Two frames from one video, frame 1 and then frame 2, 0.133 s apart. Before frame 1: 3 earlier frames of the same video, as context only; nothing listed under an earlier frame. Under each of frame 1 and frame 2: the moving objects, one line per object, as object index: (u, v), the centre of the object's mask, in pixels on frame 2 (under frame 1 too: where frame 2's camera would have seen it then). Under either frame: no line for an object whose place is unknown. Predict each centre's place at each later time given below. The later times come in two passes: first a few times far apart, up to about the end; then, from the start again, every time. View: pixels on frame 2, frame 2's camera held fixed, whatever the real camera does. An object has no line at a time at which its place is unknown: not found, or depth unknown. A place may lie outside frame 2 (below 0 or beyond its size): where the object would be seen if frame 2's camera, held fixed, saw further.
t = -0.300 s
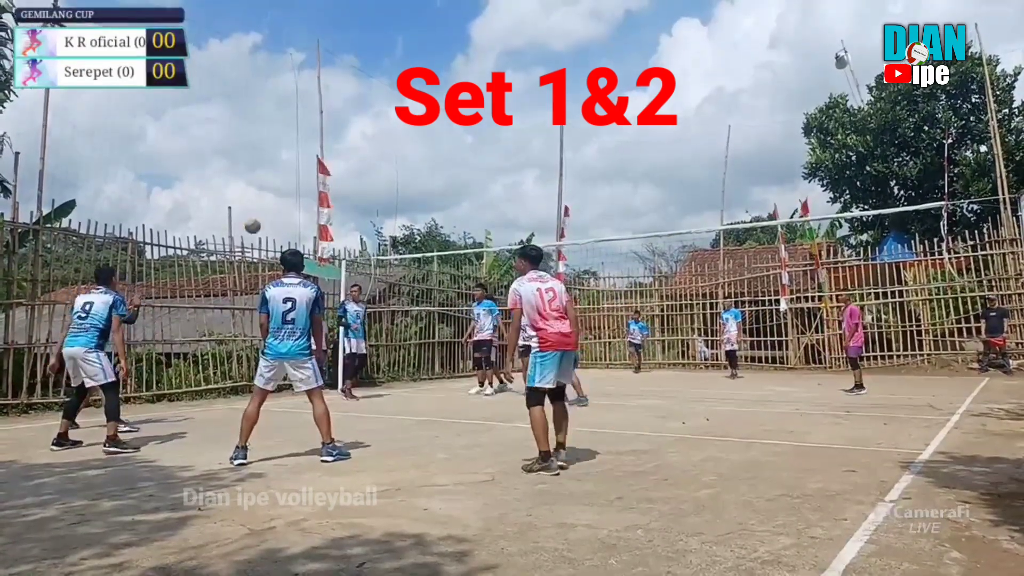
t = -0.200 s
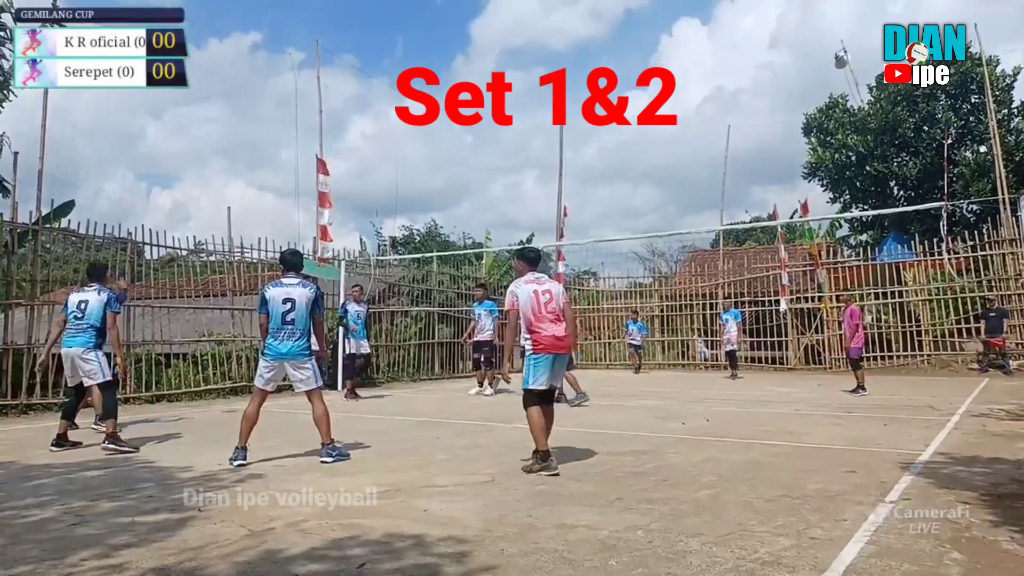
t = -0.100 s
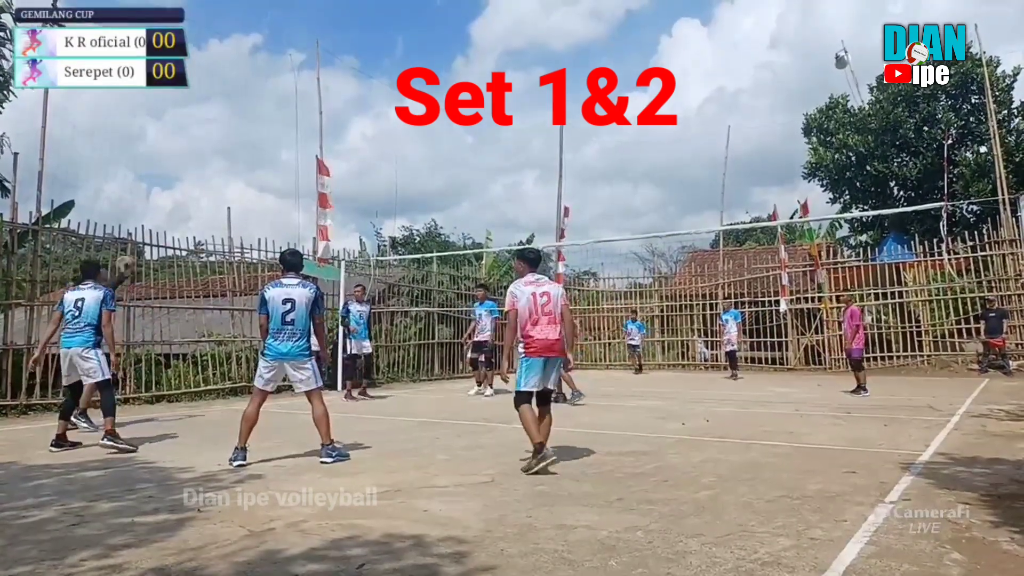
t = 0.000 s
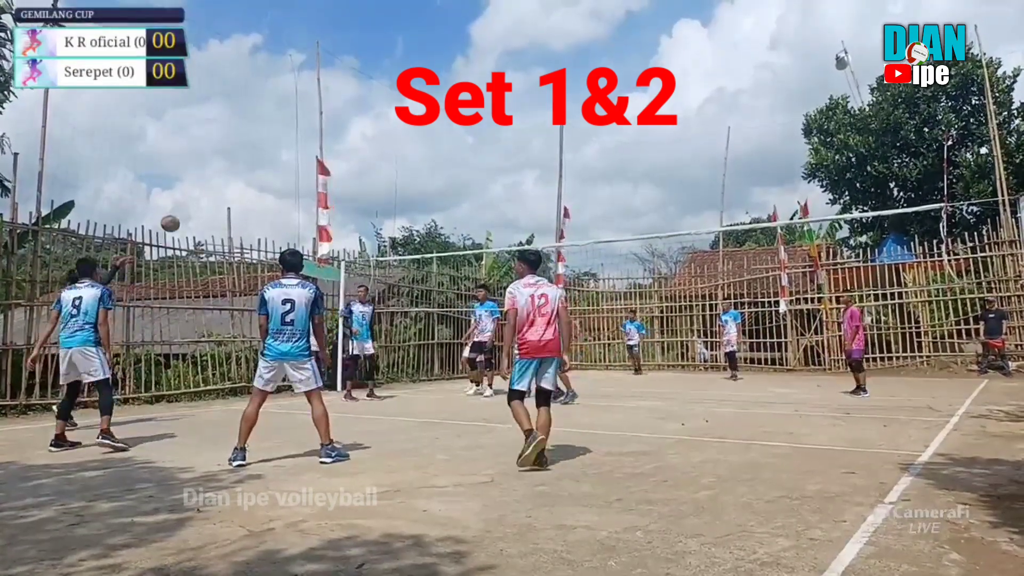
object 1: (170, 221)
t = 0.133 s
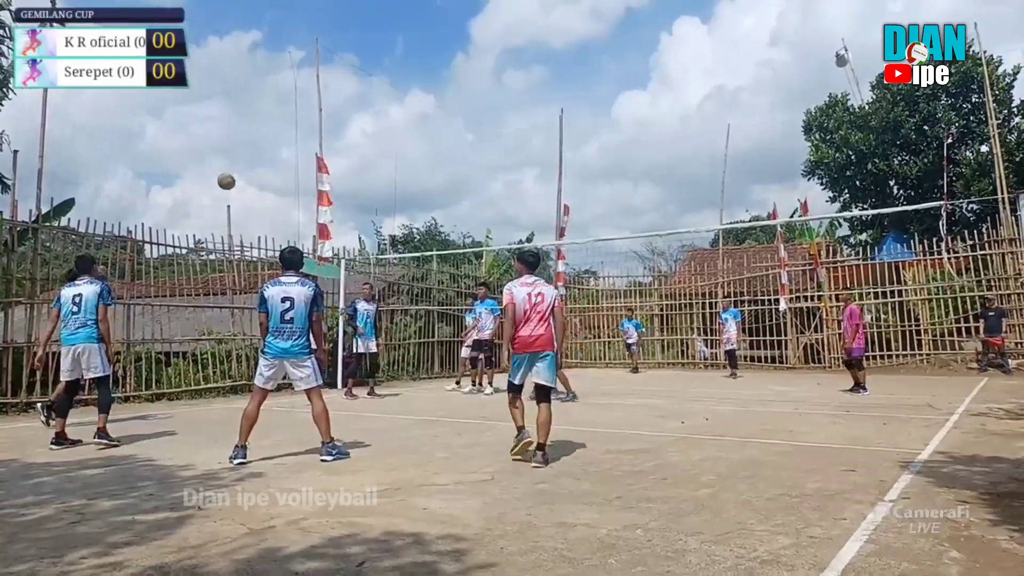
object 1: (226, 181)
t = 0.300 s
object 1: (290, 154)
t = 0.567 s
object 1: (381, 154)
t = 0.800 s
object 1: (452, 193)
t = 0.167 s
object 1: (240, 174)
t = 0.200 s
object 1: (253, 168)
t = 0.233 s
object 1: (265, 162)
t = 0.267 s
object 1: (278, 158)
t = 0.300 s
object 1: (290, 154)
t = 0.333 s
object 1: (302, 151)
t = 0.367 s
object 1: (314, 149)
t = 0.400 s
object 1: (325, 148)
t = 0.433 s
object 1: (337, 148)
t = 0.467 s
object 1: (348, 148)
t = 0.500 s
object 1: (359, 149)
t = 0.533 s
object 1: (370, 151)
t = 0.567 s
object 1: (381, 154)
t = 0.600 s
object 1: (392, 157)
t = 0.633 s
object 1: (402, 162)
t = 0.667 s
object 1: (412, 166)
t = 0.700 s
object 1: (423, 172)
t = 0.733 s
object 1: (433, 178)
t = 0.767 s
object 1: (443, 185)
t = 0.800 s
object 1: (452, 193)
